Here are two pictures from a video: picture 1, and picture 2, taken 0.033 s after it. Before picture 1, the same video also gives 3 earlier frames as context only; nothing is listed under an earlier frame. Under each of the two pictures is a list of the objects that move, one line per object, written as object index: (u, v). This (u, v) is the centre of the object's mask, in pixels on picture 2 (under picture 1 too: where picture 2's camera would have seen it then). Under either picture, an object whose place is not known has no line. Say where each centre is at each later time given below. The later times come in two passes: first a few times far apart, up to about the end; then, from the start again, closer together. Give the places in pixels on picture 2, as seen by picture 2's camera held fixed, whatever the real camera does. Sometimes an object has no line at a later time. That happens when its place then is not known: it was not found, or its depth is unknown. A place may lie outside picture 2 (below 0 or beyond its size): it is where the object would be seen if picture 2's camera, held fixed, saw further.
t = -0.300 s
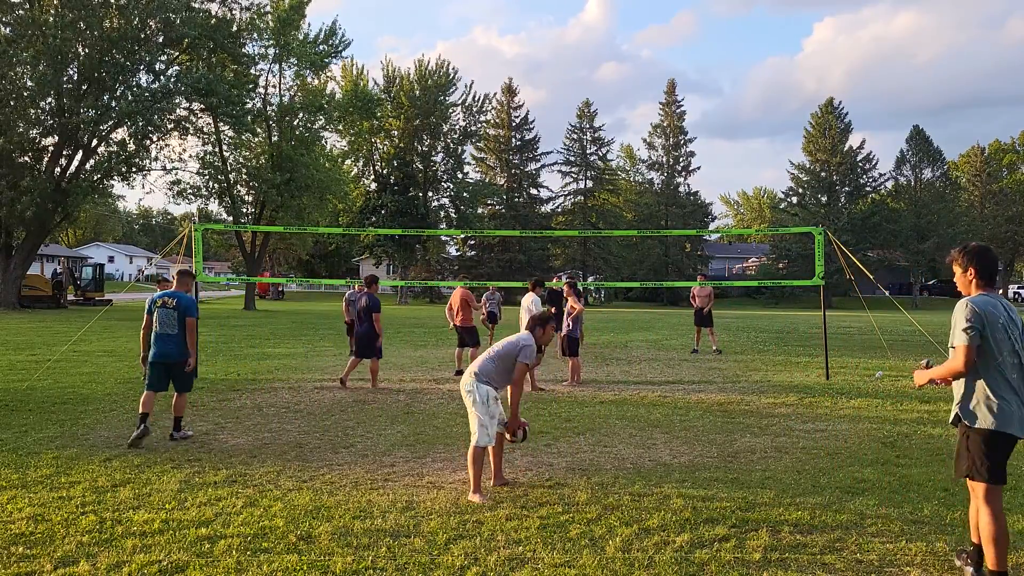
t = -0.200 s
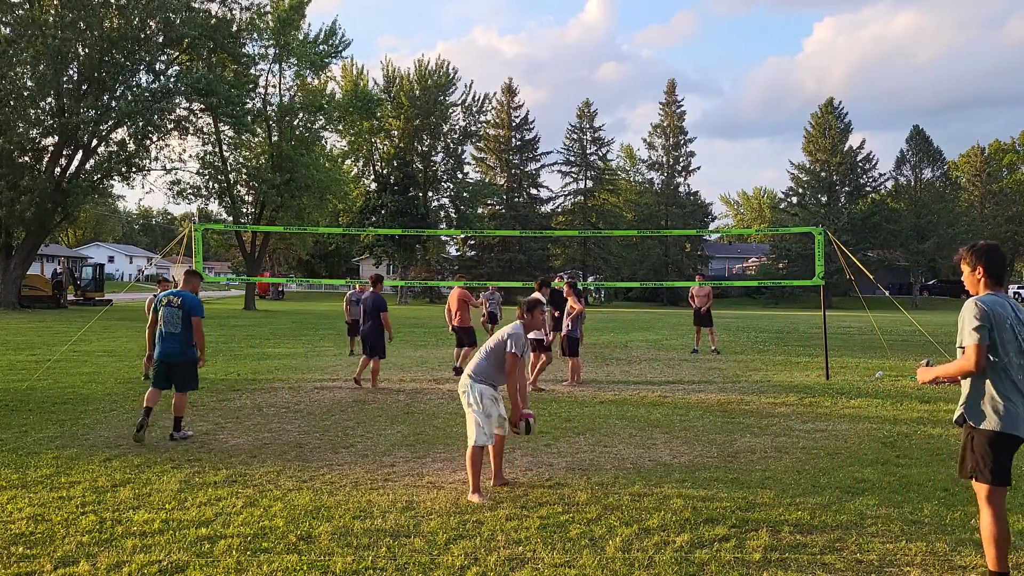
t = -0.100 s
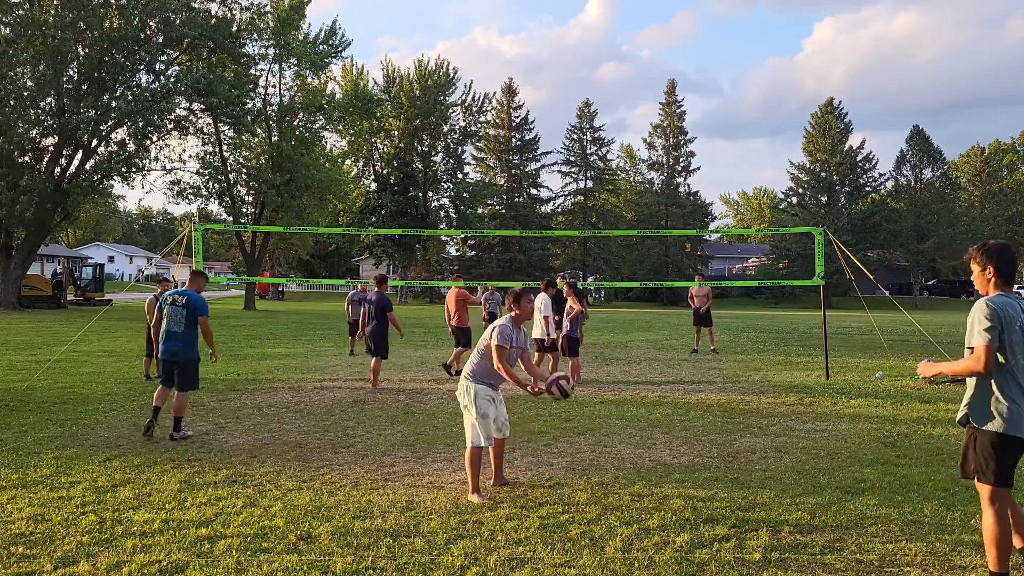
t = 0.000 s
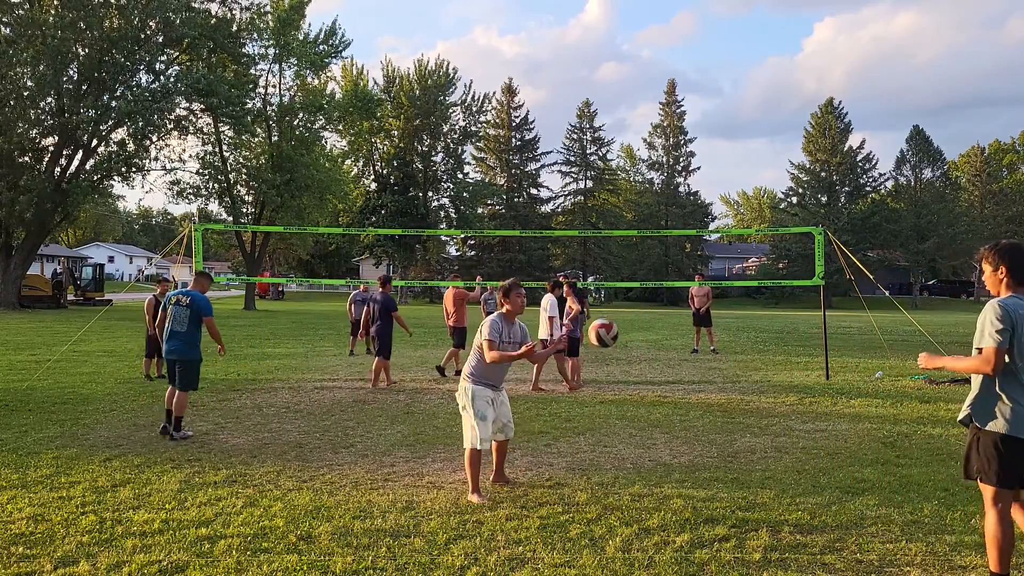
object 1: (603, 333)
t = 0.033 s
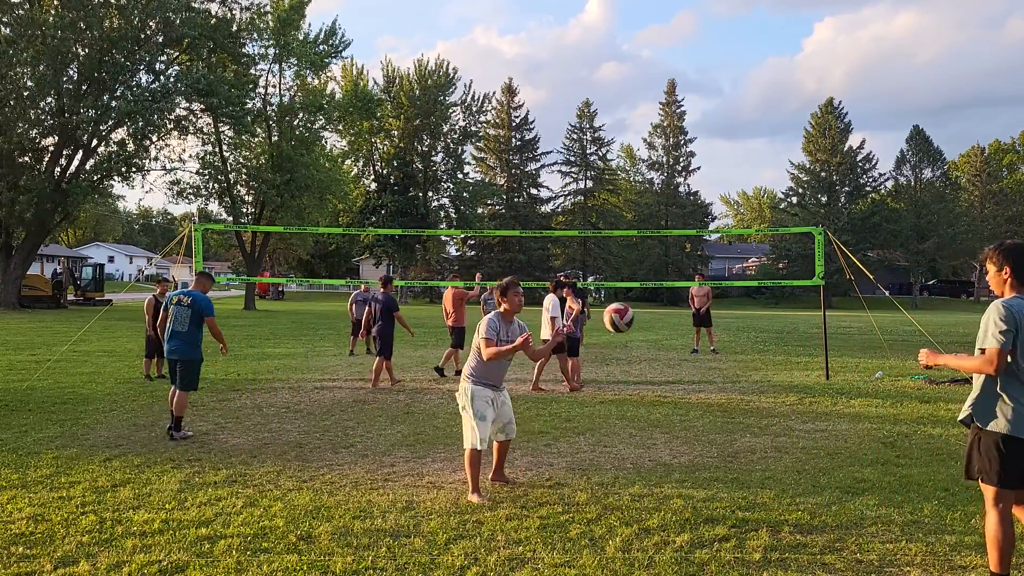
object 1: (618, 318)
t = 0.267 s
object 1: (735, 248)
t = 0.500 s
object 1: (878, 262)
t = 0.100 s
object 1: (649, 290)
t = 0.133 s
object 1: (666, 279)
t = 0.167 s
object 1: (683, 269)
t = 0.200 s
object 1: (699, 260)
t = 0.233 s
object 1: (717, 253)
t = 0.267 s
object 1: (735, 248)
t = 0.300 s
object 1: (754, 245)
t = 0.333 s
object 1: (772, 242)
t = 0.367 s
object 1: (792, 243)
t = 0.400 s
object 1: (811, 244)
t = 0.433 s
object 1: (831, 248)
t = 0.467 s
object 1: (855, 253)
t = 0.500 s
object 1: (878, 262)
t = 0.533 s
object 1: (901, 273)
